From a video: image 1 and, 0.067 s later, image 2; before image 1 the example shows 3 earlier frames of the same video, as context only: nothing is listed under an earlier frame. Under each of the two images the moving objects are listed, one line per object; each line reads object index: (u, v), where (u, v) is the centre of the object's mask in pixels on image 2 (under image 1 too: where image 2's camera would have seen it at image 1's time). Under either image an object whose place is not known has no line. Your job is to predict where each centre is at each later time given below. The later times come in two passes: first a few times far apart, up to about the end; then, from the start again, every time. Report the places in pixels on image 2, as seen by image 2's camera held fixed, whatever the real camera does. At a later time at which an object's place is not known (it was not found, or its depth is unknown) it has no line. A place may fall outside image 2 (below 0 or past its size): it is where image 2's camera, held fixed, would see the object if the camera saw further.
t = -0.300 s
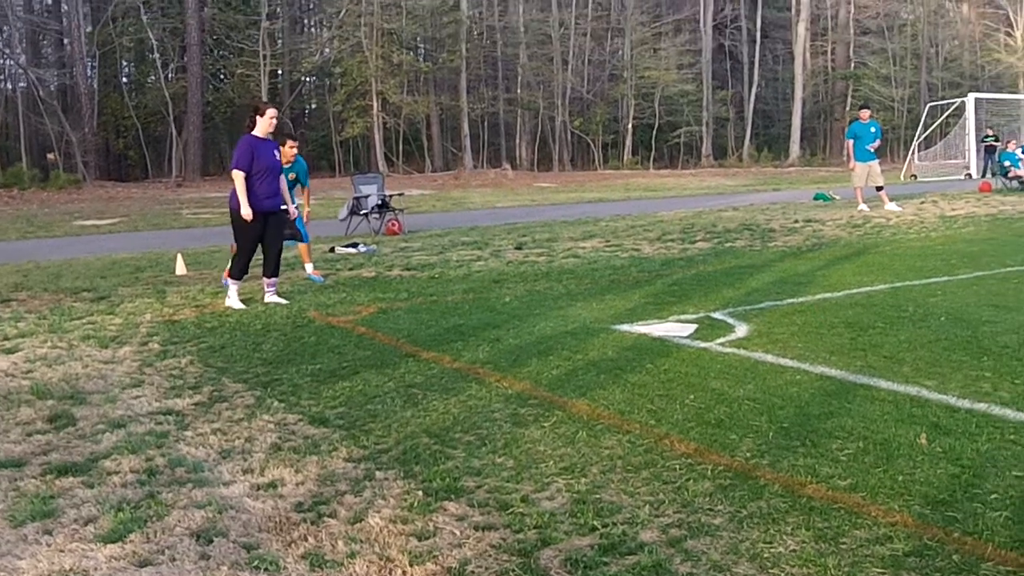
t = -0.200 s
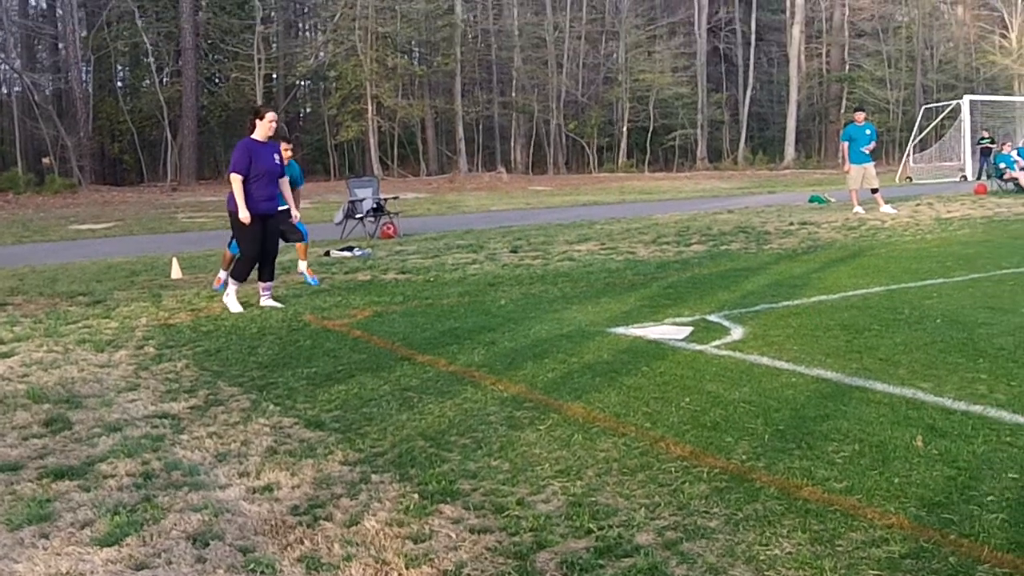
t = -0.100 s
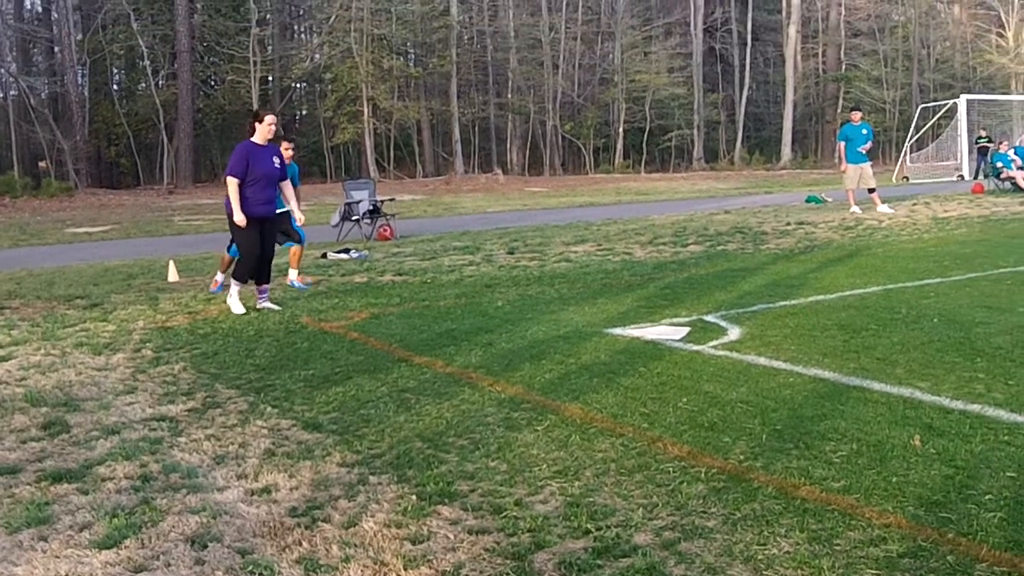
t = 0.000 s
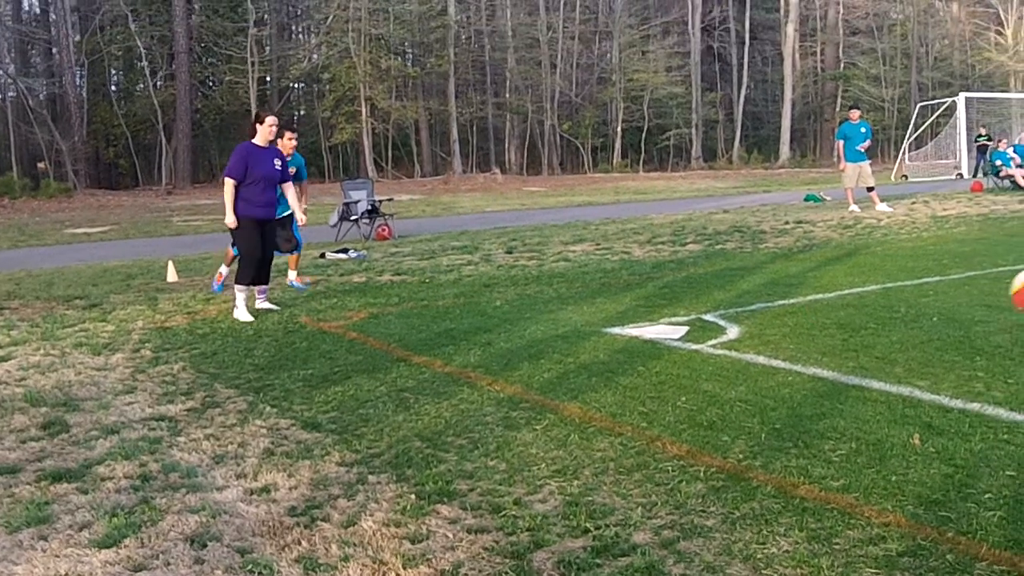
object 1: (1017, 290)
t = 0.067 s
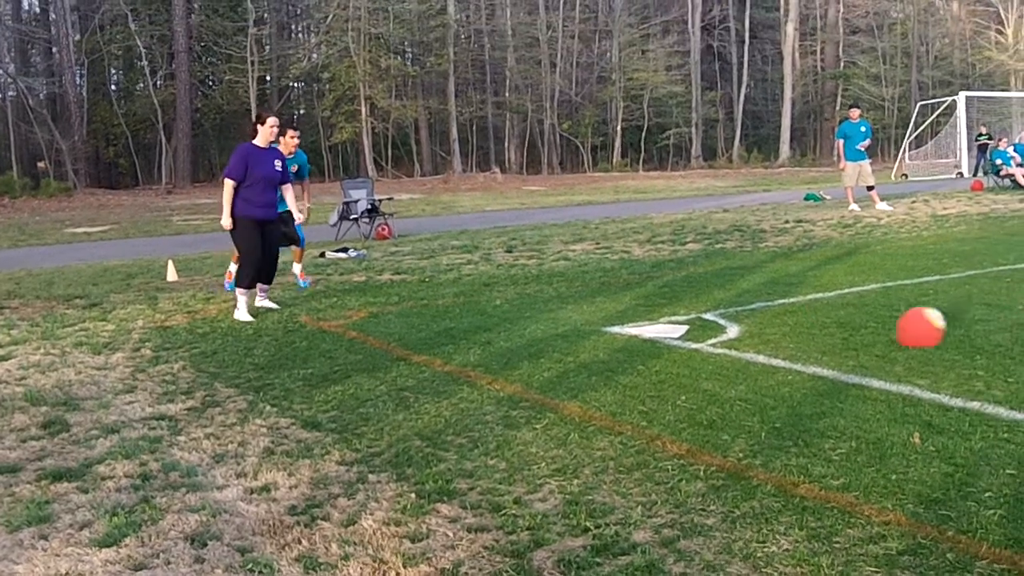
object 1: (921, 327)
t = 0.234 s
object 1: (699, 277)
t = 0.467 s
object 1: (419, 269)
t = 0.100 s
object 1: (875, 323)
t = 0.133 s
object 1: (830, 309)
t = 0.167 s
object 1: (785, 296)
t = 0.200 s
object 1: (742, 286)
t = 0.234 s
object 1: (699, 277)
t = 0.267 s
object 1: (657, 270)
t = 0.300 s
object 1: (614, 266)
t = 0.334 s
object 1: (574, 263)
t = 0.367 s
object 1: (534, 262)
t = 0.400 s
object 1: (494, 263)
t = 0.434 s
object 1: (456, 264)
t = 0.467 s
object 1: (419, 269)
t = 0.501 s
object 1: (381, 275)
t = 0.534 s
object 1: (345, 282)
